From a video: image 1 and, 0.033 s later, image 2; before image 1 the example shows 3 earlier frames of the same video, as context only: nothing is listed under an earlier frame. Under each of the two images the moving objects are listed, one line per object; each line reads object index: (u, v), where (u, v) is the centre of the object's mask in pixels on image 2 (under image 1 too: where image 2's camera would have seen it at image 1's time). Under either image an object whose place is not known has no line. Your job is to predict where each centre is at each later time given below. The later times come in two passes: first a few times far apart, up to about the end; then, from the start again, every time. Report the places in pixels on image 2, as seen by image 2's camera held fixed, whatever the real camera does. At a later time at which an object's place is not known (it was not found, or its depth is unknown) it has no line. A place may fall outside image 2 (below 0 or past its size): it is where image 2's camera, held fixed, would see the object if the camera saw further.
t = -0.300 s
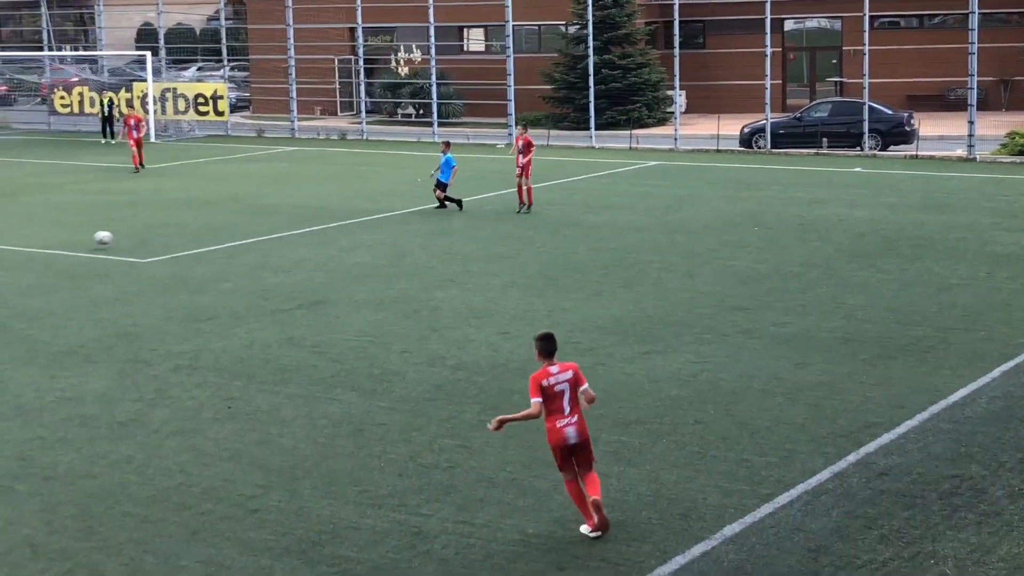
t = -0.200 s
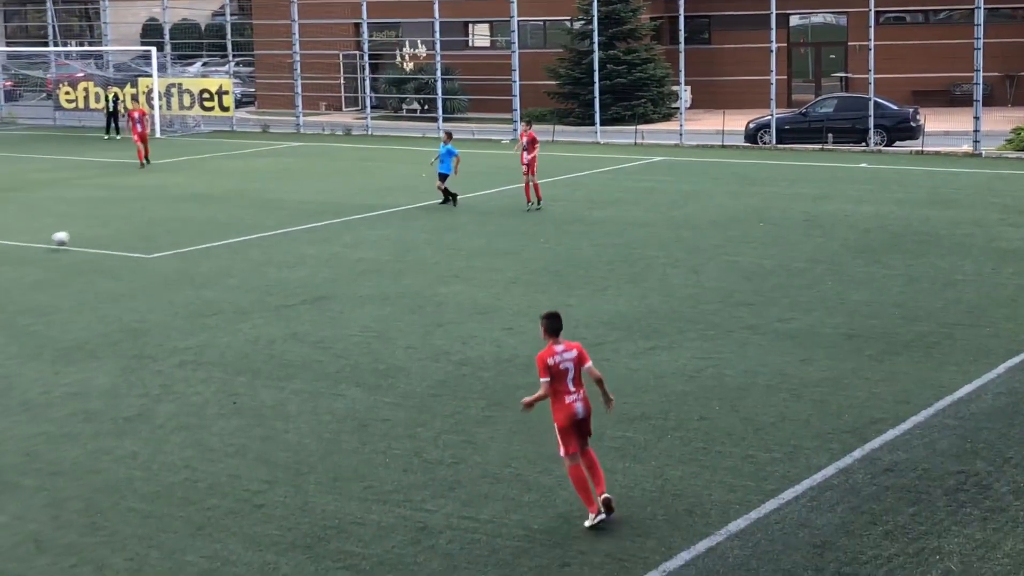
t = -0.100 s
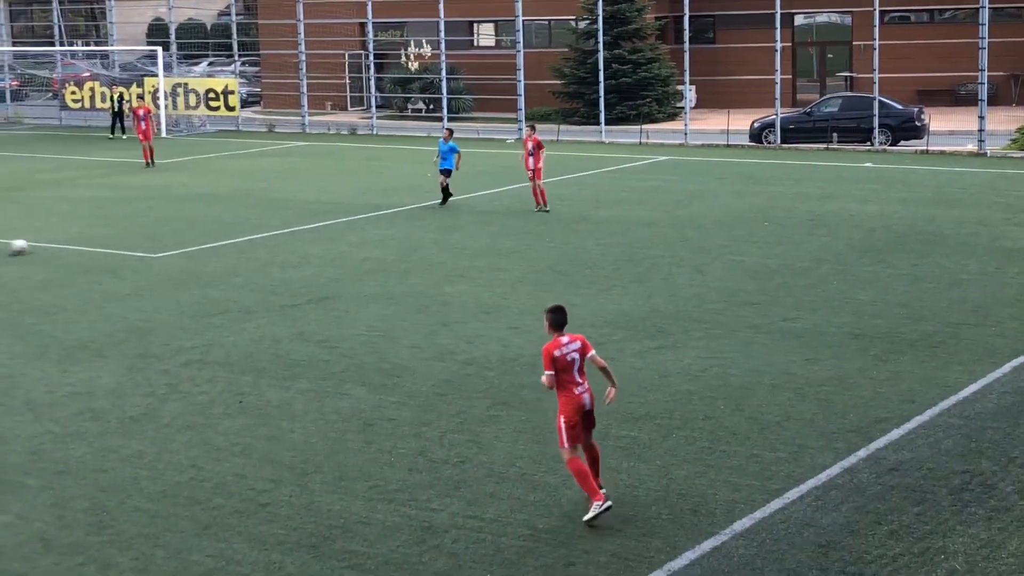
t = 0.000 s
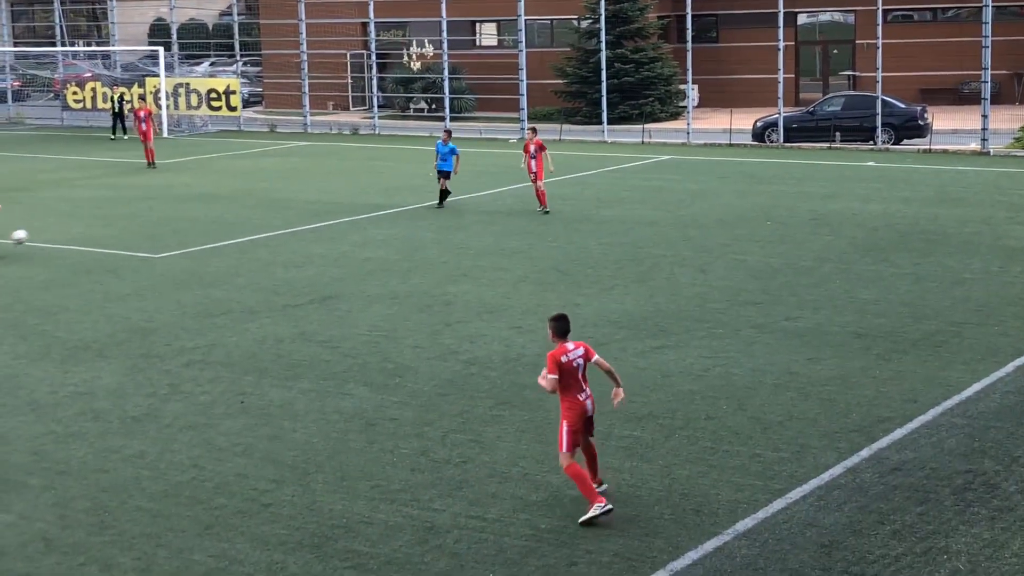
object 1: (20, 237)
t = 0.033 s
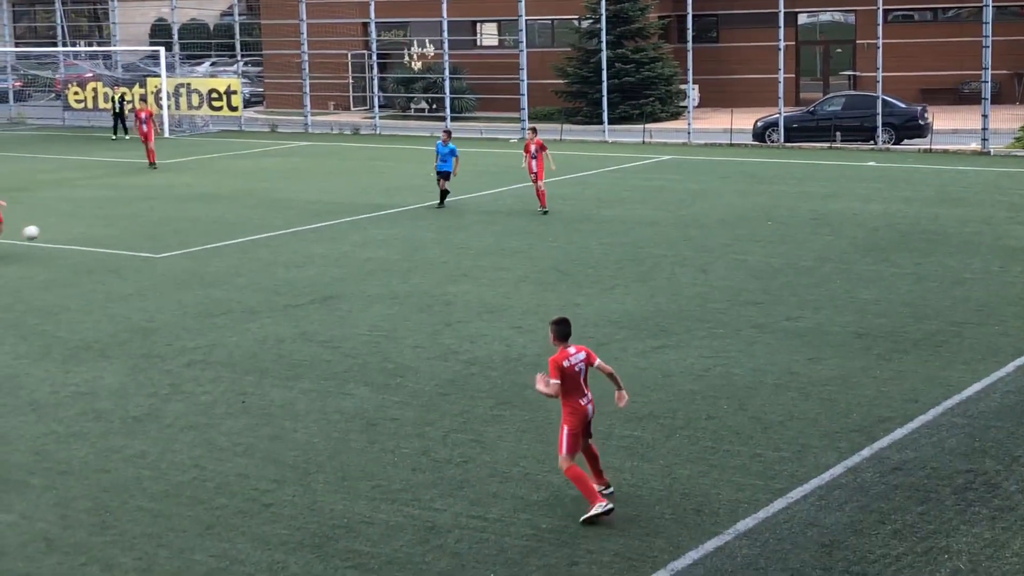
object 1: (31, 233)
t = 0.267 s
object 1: (99, 223)
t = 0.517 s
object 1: (174, 248)
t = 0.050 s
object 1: (36, 231)
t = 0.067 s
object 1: (40, 229)
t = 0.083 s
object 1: (45, 228)
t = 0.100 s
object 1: (50, 226)
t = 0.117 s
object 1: (55, 225)
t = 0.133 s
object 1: (60, 224)
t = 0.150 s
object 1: (65, 224)
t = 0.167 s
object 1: (70, 223)
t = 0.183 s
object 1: (75, 223)
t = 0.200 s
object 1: (80, 222)
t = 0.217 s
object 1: (85, 222)
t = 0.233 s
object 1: (90, 222)
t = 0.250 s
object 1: (95, 222)
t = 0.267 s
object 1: (99, 223)
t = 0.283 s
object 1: (105, 223)
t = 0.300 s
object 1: (110, 224)
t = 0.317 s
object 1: (115, 225)
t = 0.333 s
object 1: (120, 226)
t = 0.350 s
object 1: (125, 227)
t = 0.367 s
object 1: (130, 229)
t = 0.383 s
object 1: (135, 230)
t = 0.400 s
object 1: (140, 232)
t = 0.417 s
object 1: (145, 234)
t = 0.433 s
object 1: (150, 236)
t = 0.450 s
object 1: (155, 238)
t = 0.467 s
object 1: (160, 241)
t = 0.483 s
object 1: (166, 243)
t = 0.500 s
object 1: (170, 246)
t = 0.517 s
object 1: (174, 248)
